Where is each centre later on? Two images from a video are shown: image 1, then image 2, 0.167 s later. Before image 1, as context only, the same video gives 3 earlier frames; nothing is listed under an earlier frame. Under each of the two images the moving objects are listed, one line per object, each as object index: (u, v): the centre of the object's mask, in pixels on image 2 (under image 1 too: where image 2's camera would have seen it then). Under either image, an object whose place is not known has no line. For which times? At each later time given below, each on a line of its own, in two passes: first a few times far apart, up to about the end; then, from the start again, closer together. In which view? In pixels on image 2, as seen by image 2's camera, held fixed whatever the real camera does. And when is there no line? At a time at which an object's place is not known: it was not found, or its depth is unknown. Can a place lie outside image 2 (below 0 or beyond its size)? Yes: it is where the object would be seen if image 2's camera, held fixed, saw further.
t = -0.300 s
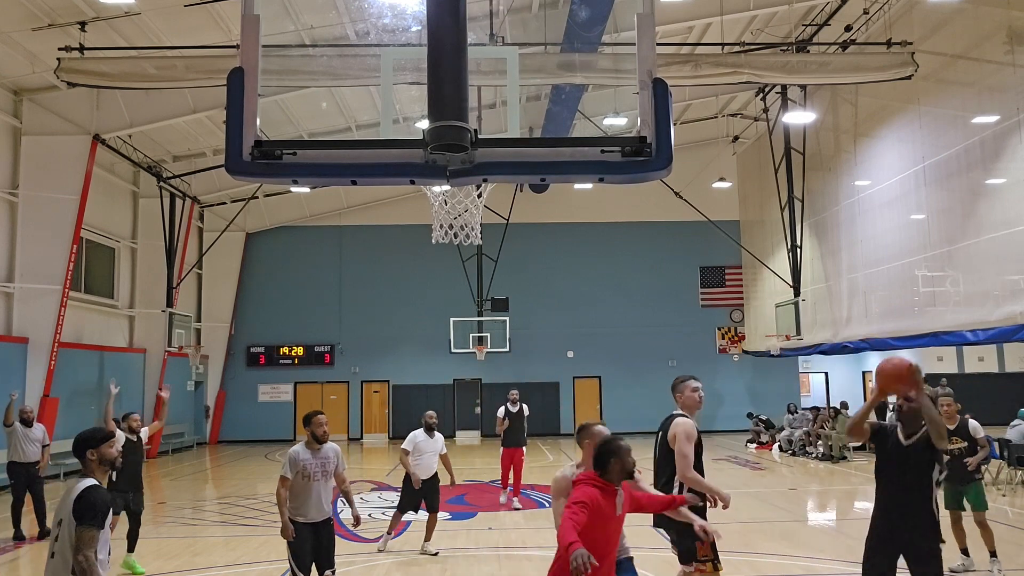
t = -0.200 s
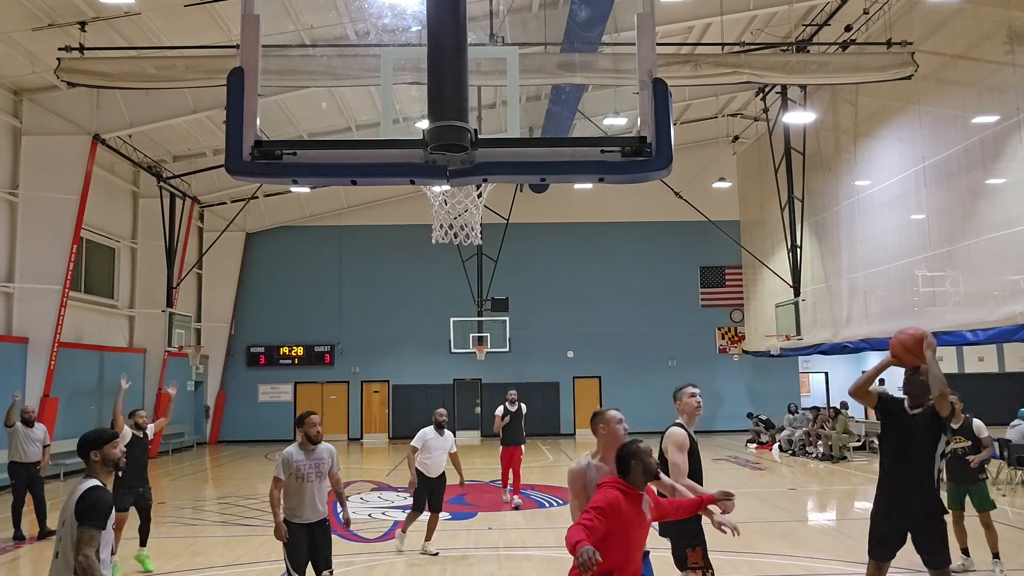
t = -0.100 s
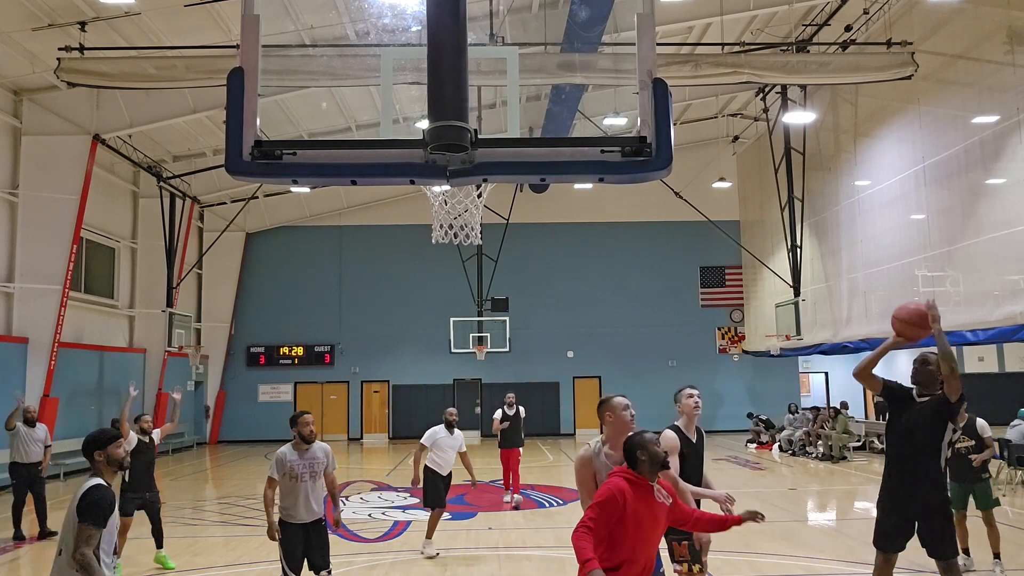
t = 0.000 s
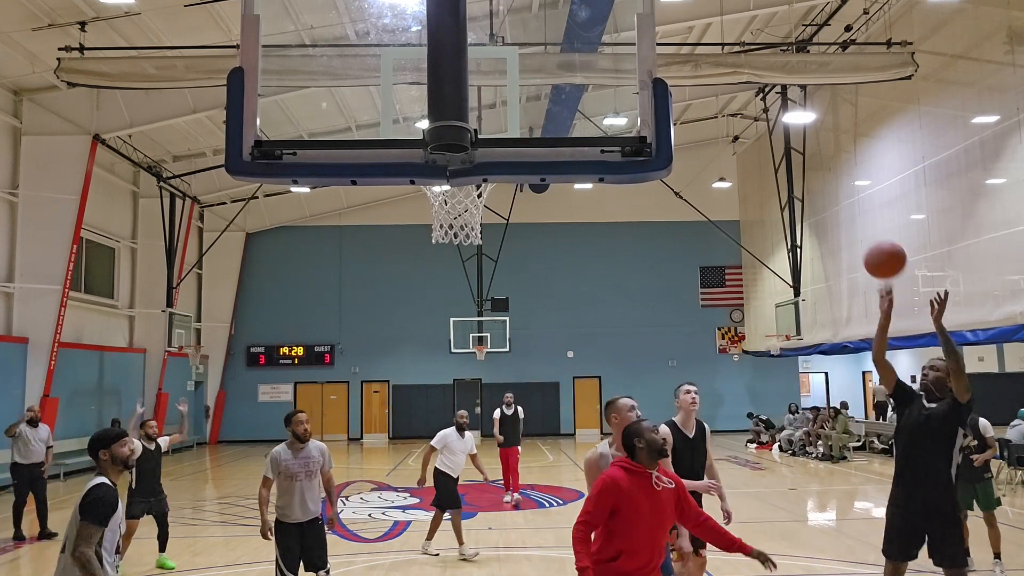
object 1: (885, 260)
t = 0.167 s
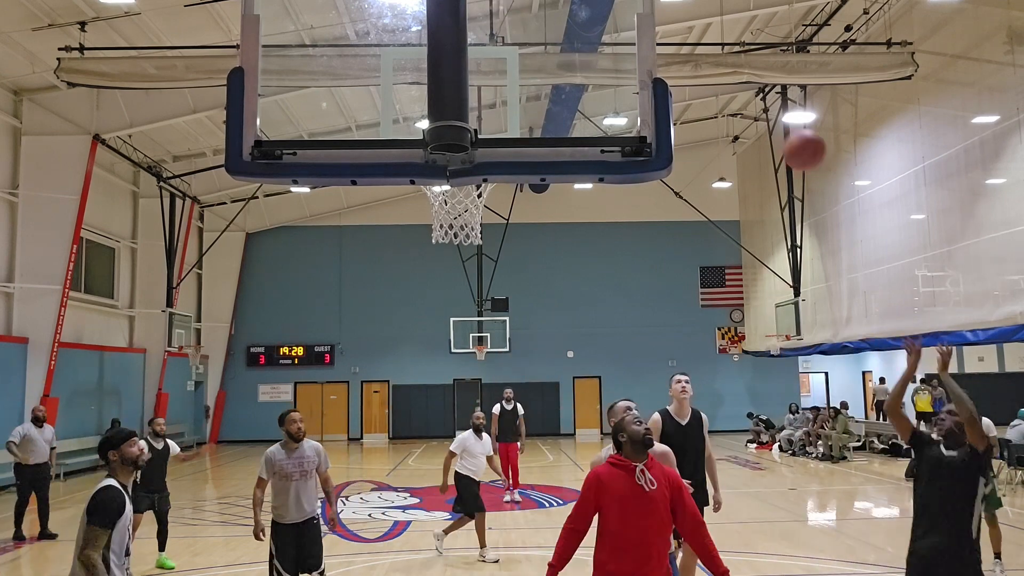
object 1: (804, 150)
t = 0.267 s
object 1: (755, 103)
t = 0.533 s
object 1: (617, 52)
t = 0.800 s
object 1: (480, 120)
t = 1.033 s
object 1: (479, 203)
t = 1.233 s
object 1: (483, 226)
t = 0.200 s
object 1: (788, 133)
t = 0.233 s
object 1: (771, 117)
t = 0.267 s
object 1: (755, 103)
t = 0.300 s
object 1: (738, 91)
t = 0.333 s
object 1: (721, 80)
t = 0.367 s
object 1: (705, 71)
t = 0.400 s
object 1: (688, 64)
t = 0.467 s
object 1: (664, 54)
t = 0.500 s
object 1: (627, 53)
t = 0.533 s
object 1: (617, 52)
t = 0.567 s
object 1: (600, 54)
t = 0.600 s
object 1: (583, 57)
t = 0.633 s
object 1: (565, 63)
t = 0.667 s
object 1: (546, 71)
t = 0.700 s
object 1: (533, 81)
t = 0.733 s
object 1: (505, 93)
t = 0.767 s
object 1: (488, 109)
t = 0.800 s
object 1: (480, 120)
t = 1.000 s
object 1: (468, 198)
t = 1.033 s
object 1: (479, 203)
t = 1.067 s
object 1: (486, 205)
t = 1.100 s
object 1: (487, 217)
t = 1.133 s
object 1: (488, 216)
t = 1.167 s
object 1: (486, 216)
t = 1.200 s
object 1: (485, 219)
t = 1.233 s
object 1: (483, 226)
